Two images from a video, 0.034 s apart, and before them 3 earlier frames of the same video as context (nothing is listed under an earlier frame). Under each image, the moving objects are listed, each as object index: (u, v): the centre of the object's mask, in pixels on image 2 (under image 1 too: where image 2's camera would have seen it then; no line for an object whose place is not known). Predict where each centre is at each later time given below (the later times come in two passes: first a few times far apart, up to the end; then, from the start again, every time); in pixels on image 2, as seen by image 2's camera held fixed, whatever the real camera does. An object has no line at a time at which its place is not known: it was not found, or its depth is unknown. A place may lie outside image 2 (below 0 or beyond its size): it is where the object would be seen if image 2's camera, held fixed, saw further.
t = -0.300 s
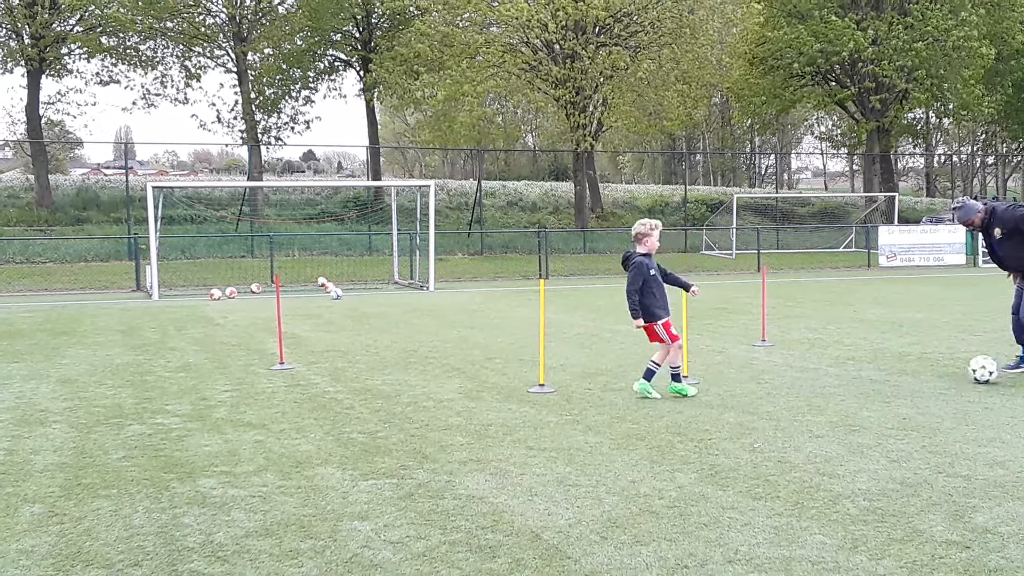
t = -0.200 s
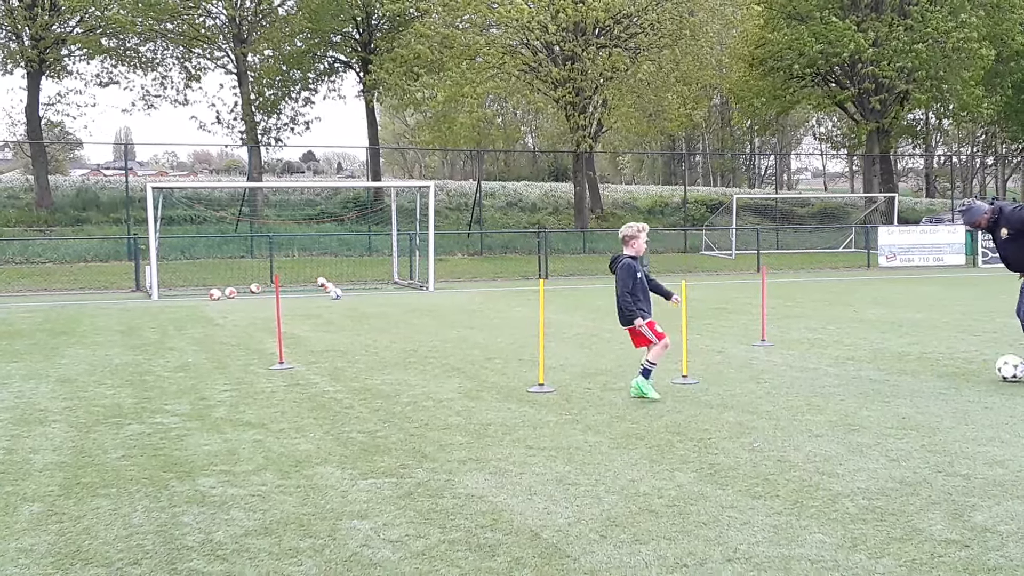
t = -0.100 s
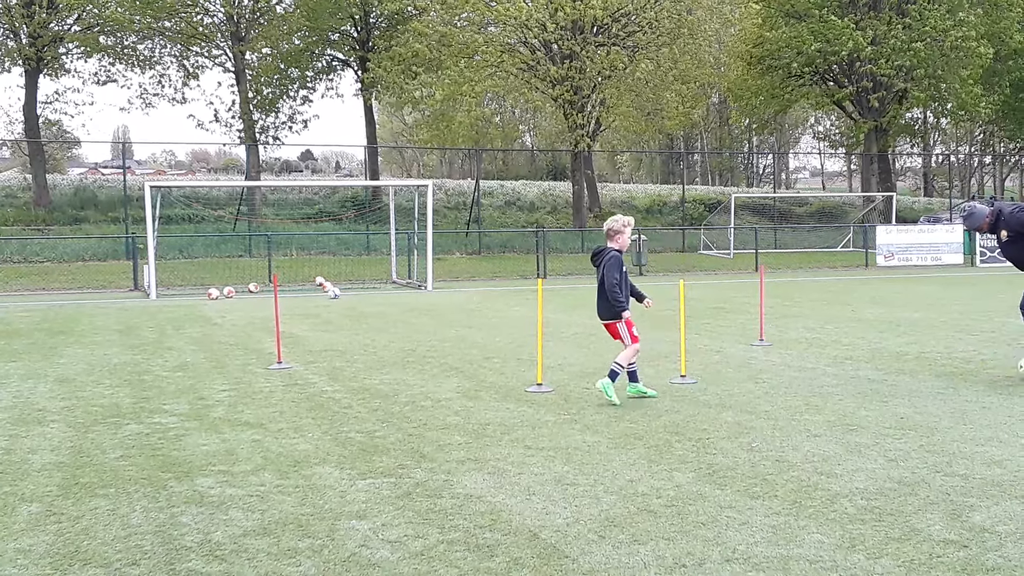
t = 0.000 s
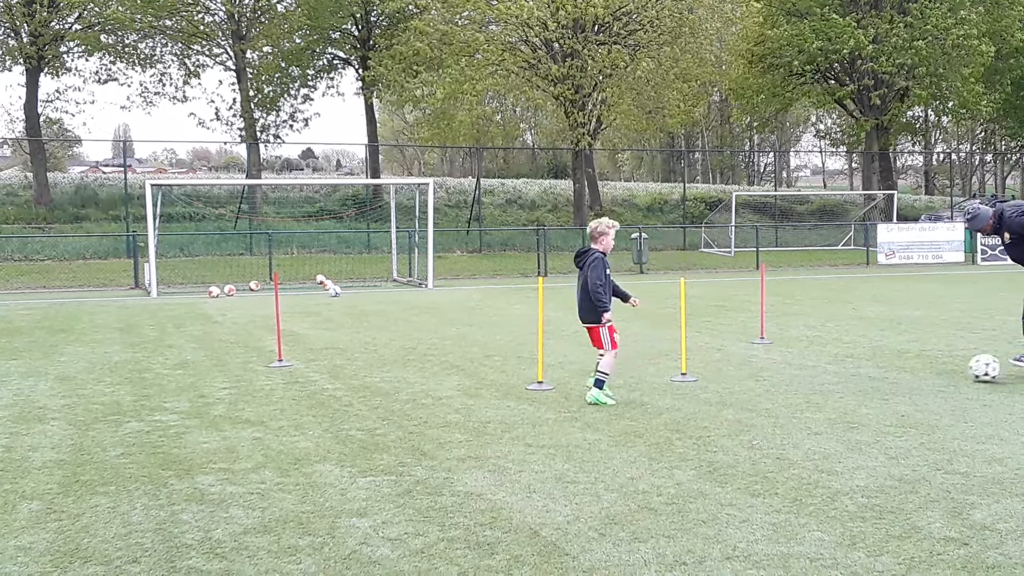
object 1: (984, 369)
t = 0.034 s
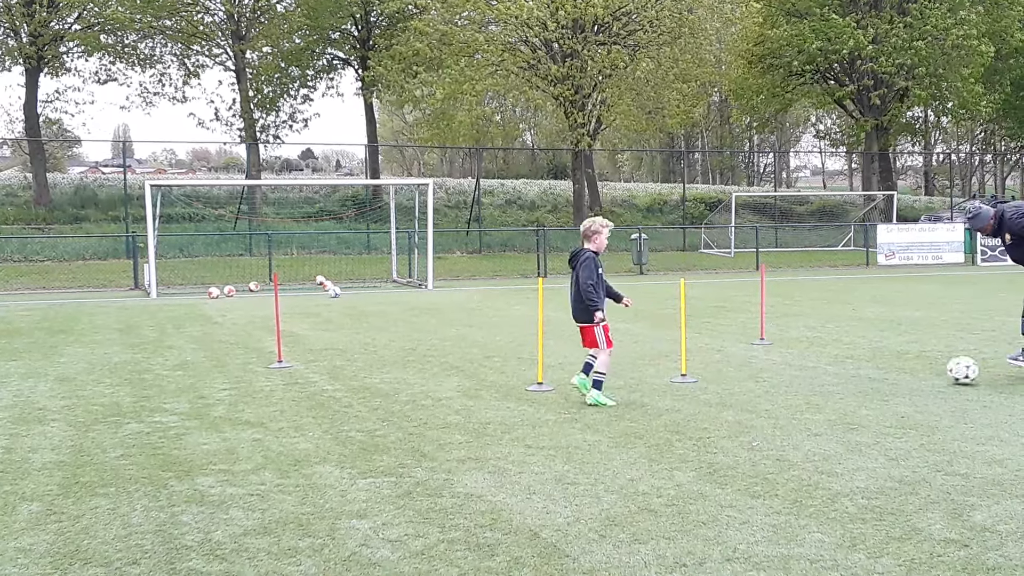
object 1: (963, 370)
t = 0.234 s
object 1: (840, 377)
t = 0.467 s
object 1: (716, 384)
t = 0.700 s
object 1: (614, 391)
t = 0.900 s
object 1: (530, 399)
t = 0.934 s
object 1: (516, 400)
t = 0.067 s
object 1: (942, 370)
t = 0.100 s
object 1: (920, 372)
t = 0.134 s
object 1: (899, 374)
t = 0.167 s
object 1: (879, 376)
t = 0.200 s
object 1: (859, 376)
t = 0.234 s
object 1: (840, 377)
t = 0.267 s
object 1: (820, 380)
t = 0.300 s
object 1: (801, 381)
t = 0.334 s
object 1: (783, 381)
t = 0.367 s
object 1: (765, 383)
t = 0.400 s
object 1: (747, 385)
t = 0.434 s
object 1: (731, 385)
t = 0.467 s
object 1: (716, 384)
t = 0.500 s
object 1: (701, 384)
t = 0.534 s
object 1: (685, 386)
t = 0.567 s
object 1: (669, 390)
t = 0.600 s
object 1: (654, 390)
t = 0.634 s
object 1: (641, 390)
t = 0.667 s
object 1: (628, 390)
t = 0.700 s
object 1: (614, 391)
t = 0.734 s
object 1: (601, 394)
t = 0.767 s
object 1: (586, 396)
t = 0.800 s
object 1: (572, 396)
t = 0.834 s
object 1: (558, 397)
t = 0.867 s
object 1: (544, 399)
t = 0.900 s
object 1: (530, 399)
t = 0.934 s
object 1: (516, 400)
